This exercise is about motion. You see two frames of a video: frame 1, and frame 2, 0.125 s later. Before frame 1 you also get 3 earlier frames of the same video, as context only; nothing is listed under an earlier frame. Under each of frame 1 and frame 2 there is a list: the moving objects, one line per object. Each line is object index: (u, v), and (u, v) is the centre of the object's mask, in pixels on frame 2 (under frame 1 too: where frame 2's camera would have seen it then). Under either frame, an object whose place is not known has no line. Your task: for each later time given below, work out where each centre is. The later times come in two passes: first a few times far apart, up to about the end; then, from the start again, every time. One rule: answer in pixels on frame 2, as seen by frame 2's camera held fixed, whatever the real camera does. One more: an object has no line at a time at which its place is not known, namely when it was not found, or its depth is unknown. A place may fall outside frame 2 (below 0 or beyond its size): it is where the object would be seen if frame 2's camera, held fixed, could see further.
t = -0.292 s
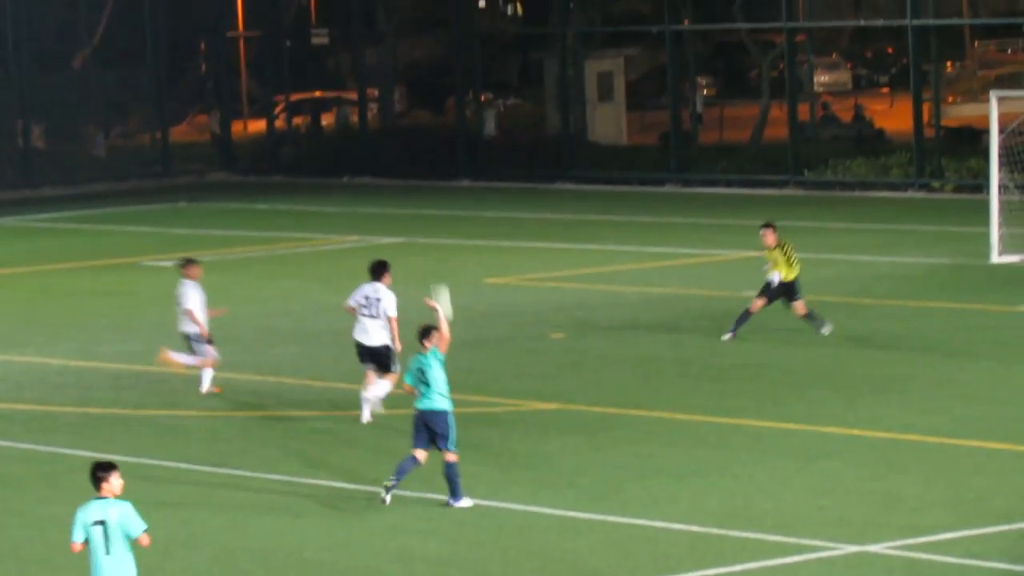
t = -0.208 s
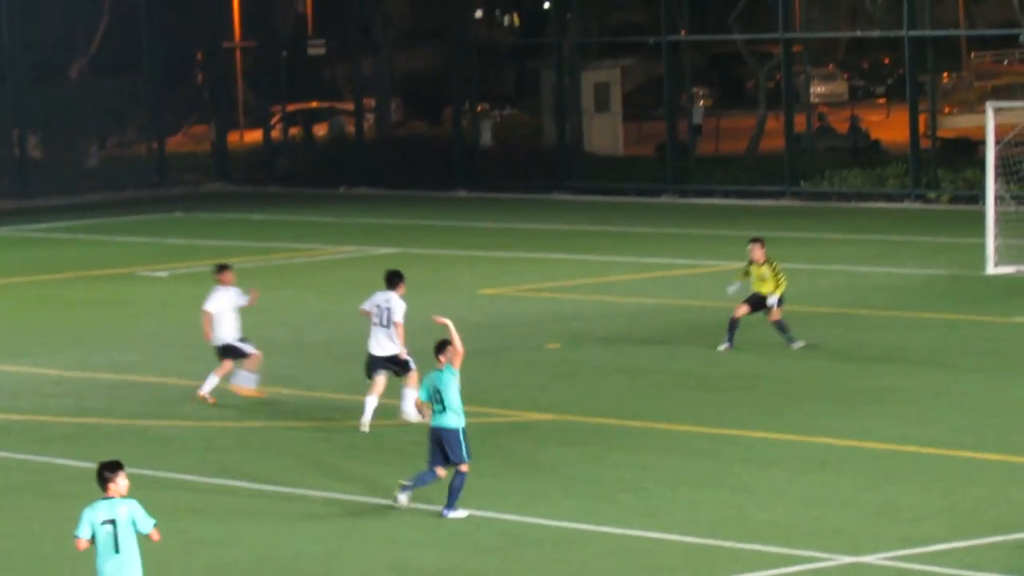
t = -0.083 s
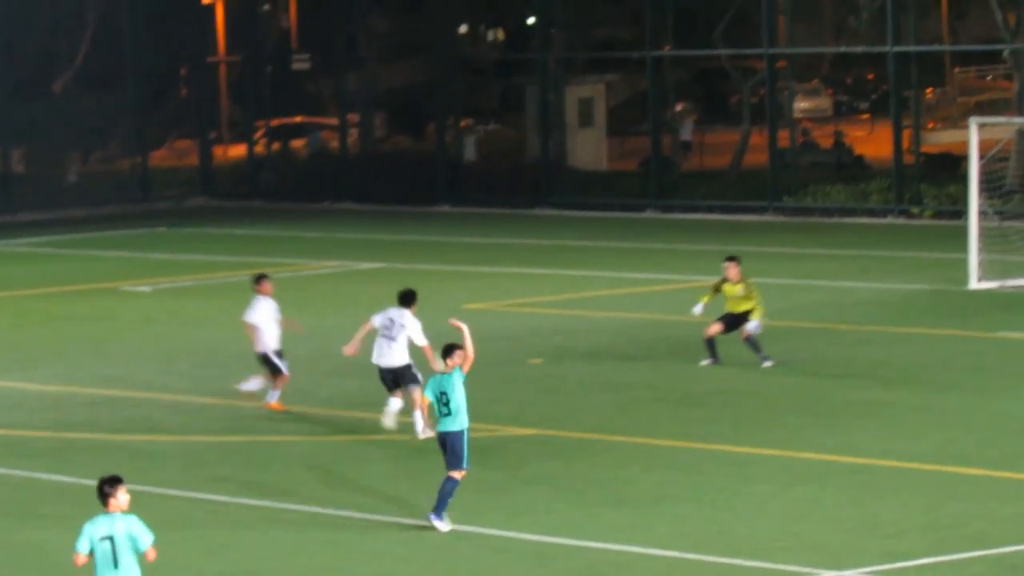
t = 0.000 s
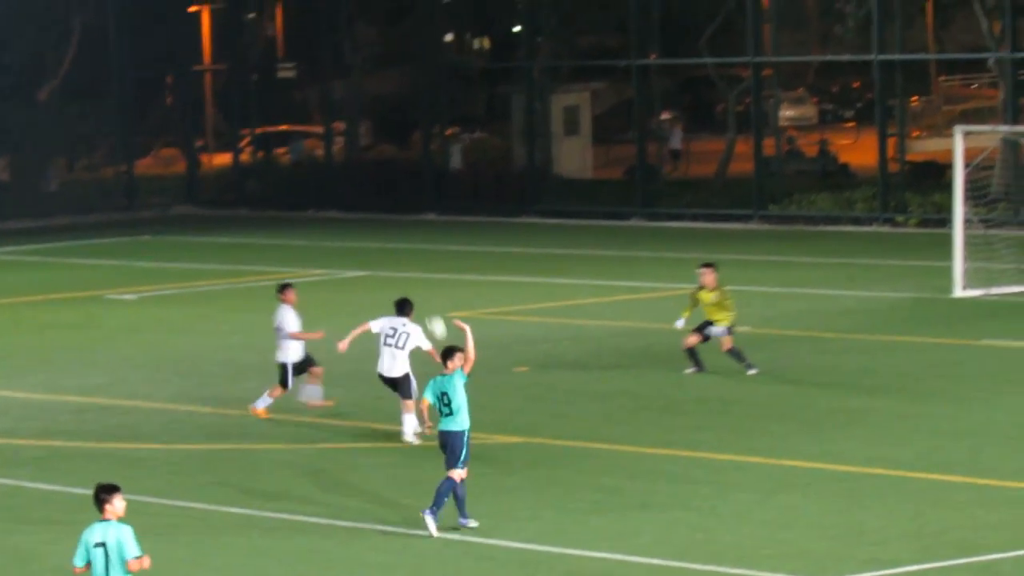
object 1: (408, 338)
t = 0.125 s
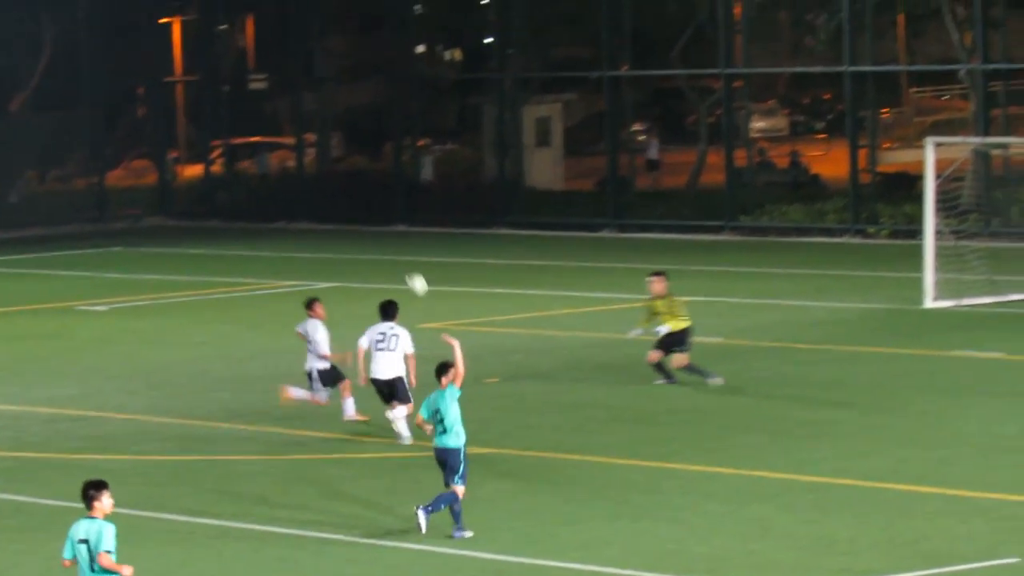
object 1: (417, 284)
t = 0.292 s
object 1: (430, 233)
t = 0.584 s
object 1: (455, 200)
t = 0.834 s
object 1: (479, 228)
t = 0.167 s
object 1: (420, 269)
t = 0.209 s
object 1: (424, 255)
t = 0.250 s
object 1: (427, 243)
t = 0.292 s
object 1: (430, 233)
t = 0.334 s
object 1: (434, 224)
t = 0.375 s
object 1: (437, 216)
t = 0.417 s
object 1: (440, 210)
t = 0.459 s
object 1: (444, 205)
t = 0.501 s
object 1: (448, 202)
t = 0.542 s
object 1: (451, 200)
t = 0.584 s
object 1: (455, 200)
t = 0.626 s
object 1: (459, 201)
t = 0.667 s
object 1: (463, 204)
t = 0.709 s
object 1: (467, 208)
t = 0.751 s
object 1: (471, 213)
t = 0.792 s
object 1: (475, 220)
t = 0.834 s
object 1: (479, 228)
